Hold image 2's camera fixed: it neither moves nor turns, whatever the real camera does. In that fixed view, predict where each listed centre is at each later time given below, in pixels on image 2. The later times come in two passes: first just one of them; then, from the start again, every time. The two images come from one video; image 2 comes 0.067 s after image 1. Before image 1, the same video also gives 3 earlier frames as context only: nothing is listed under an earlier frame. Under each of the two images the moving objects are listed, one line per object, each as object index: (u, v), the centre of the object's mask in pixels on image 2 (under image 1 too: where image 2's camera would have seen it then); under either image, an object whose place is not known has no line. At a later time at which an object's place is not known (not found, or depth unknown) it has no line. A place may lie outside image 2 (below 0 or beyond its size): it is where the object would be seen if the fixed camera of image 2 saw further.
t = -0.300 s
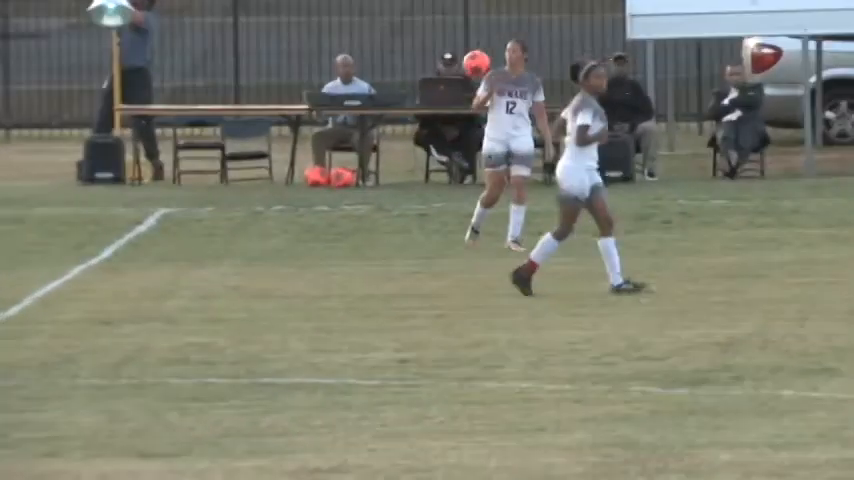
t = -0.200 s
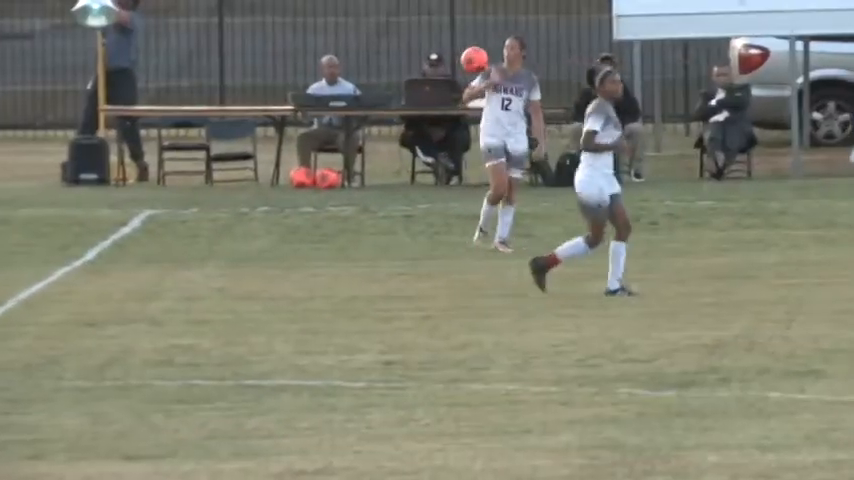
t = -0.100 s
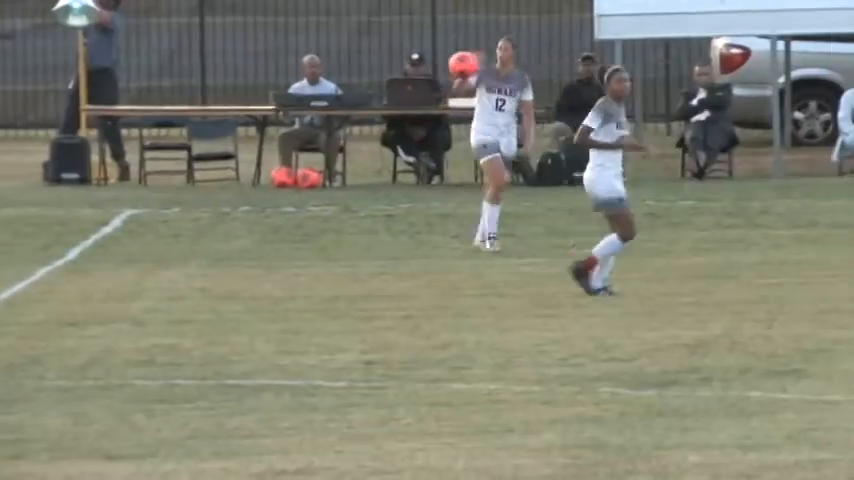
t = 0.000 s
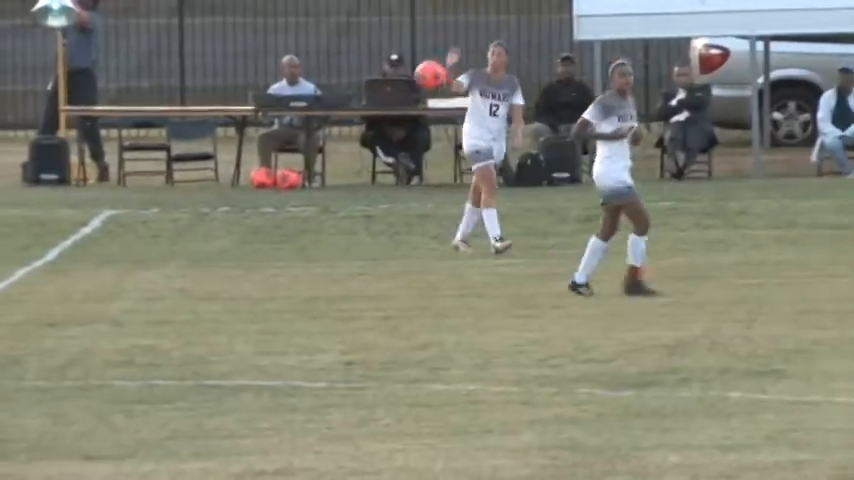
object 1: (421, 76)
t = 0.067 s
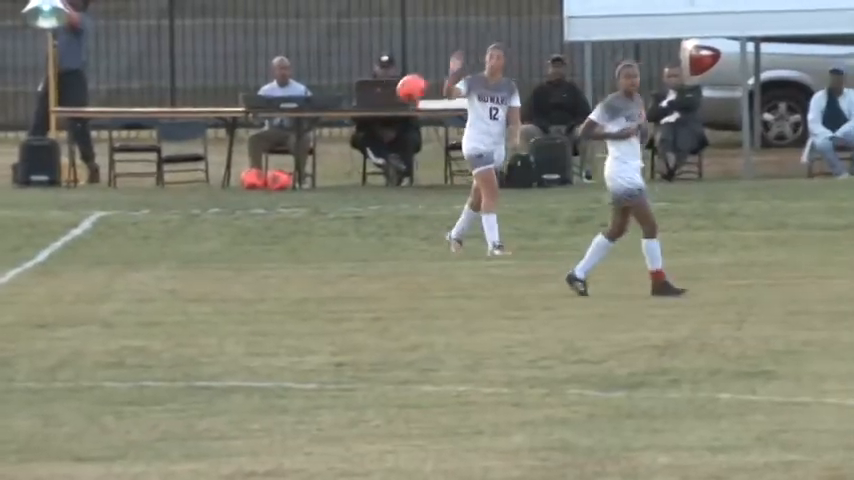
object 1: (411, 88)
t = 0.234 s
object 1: (391, 144)
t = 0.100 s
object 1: (407, 97)
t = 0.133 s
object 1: (403, 106)
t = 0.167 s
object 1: (398, 118)
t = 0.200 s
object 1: (395, 131)
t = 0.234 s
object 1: (391, 144)
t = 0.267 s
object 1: (387, 159)
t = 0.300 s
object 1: (383, 176)
